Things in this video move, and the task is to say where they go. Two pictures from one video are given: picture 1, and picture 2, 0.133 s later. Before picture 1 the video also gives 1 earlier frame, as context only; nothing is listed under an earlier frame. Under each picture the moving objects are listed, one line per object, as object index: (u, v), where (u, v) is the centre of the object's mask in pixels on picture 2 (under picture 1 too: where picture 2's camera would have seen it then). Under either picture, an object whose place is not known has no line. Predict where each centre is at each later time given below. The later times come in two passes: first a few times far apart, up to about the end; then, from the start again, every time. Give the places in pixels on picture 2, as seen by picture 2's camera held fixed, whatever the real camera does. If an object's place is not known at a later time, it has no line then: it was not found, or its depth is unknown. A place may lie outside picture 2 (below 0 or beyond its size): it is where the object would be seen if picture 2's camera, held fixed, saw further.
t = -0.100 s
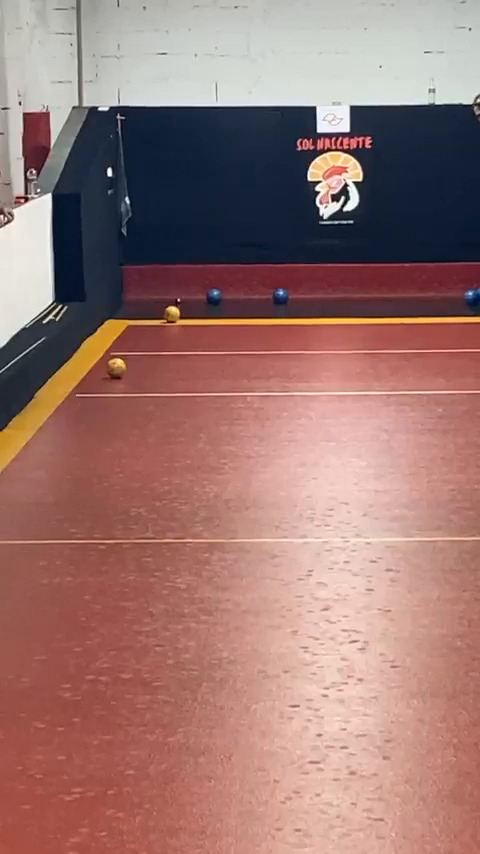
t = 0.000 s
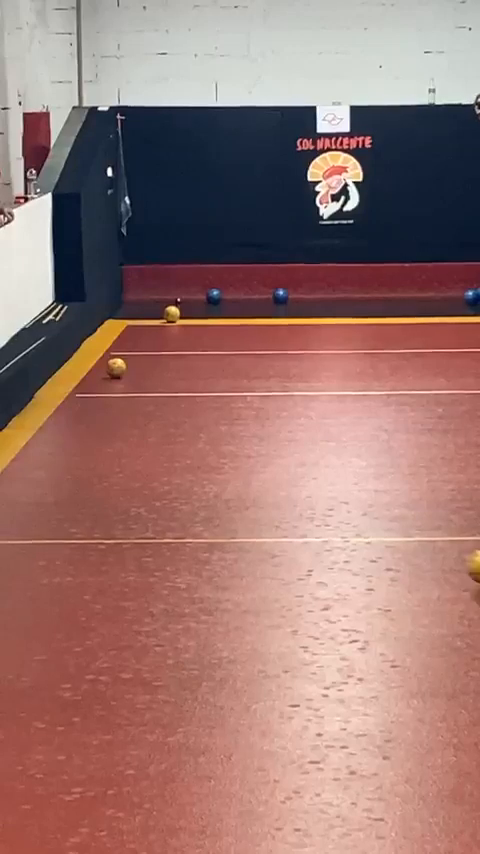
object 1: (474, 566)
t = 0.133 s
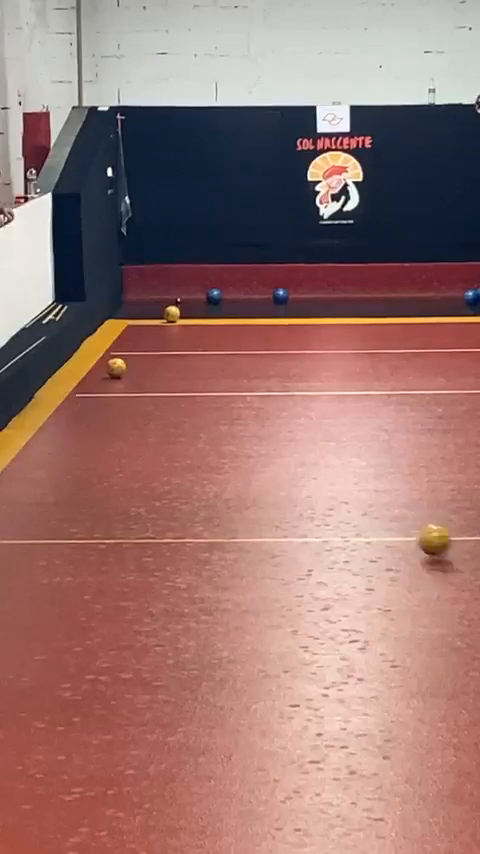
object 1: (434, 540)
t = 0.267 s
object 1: (391, 516)
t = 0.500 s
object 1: (328, 477)
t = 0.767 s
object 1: (274, 442)
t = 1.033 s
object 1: (229, 415)
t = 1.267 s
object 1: (198, 396)
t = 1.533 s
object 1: (169, 379)
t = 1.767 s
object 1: (147, 365)
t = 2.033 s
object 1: (124, 350)
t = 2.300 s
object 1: (102, 338)
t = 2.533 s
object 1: (102, 328)
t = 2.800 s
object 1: (119, 318)
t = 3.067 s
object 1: (140, 308)
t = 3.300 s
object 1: (157, 301)
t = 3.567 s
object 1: (170, 294)
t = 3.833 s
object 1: (171, 295)
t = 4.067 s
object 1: (171, 295)
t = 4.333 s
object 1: (170, 294)
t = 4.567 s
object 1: (170, 295)
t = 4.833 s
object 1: (170, 295)
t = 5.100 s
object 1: (170, 295)
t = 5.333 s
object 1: (170, 294)
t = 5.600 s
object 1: (171, 294)
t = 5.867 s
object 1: (170, 294)
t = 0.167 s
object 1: (422, 535)
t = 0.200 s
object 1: (411, 527)
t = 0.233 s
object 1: (401, 522)
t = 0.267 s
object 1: (391, 516)
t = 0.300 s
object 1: (381, 509)
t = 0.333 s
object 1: (372, 504)
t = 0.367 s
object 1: (362, 498)
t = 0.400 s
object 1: (353, 493)
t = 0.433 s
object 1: (345, 487)
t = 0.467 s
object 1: (336, 482)
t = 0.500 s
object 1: (328, 477)
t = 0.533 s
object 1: (321, 473)
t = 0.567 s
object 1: (314, 468)
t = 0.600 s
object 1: (307, 463)
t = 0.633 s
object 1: (299, 459)
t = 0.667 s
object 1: (293, 455)
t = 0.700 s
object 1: (286, 450)
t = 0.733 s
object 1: (280, 446)
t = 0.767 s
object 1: (274, 442)
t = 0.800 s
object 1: (267, 439)
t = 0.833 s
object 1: (261, 435)
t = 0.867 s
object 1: (256, 431)
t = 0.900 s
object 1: (250, 427)
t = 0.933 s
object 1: (245, 424)
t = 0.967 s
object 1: (239, 421)
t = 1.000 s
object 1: (234, 418)
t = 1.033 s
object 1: (229, 415)
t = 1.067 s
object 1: (225, 412)
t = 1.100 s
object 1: (220, 409)
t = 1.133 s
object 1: (215, 406)
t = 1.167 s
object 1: (211, 404)
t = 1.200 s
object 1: (207, 401)
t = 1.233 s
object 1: (202, 398)
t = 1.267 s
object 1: (198, 396)
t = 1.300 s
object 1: (194, 393)
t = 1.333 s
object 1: (191, 391)
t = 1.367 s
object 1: (187, 389)
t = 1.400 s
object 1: (183, 386)
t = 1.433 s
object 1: (180, 384)
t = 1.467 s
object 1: (176, 382)
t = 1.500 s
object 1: (173, 380)
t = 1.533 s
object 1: (169, 379)
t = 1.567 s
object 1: (165, 376)
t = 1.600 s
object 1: (163, 374)
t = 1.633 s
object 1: (159, 373)
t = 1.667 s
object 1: (156, 371)
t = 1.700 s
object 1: (153, 369)
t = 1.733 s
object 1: (150, 367)
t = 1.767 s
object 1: (147, 365)
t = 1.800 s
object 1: (144, 363)
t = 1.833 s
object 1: (141, 361)
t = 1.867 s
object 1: (137, 360)
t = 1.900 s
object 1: (135, 358)
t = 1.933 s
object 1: (133, 356)
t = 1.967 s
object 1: (129, 354)
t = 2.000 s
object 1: (127, 352)
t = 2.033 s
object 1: (124, 350)
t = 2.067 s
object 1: (121, 349)
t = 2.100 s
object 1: (119, 348)
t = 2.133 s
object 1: (115, 347)
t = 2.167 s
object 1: (113, 346)
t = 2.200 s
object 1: (110, 344)
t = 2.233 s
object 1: (107, 342)
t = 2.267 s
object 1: (104, 340)
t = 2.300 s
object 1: (102, 338)
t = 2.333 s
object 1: (100, 337)
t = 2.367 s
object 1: (98, 335)
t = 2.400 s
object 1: (97, 333)
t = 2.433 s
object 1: (96, 331)
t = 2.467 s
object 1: (97, 330)
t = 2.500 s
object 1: (100, 329)
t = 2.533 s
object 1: (102, 328)
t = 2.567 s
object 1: (104, 326)
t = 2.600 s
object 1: (107, 325)
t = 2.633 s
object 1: (109, 324)
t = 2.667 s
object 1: (111, 322)
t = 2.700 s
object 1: (113, 321)
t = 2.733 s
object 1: (115, 320)
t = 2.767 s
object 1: (117, 319)
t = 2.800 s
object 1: (119, 318)
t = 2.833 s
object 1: (121, 317)
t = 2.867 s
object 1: (124, 315)
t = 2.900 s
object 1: (126, 314)
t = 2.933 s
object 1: (129, 314)
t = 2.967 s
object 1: (131, 313)
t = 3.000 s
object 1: (134, 312)
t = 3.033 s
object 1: (136, 311)
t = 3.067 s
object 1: (140, 308)
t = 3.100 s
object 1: (143, 307)
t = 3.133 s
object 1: (145, 307)
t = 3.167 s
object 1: (148, 305)
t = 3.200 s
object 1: (150, 304)
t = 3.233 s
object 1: (152, 304)
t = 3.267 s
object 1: (155, 302)
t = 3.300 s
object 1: (157, 301)
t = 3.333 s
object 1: (160, 300)
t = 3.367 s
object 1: (162, 299)
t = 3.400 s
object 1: (164, 298)
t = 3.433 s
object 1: (167, 298)
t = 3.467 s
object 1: (169, 297)
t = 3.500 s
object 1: (170, 296)
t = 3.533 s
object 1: (171, 294)
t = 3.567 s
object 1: (170, 294)
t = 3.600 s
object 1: (171, 295)
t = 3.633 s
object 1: (170, 295)
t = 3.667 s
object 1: (170, 295)
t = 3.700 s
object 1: (170, 295)
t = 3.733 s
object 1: (170, 295)
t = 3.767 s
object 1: (170, 295)
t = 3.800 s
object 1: (171, 295)
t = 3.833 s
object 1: (171, 295)
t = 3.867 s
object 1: (171, 295)
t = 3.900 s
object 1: (171, 295)
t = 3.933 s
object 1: (171, 295)
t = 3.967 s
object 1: (171, 295)
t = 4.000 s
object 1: (171, 295)
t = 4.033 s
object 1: (171, 295)
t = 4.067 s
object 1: (171, 295)
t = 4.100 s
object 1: (171, 295)
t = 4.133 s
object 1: (170, 295)
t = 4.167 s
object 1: (170, 295)
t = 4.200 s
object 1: (170, 295)
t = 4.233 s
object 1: (170, 295)
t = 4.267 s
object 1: (170, 295)
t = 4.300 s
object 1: (170, 295)
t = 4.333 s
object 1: (170, 294)
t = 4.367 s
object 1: (170, 295)
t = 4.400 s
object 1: (170, 295)
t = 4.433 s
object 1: (170, 295)
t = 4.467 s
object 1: (170, 295)
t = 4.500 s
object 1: (170, 295)
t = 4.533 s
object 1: (170, 295)
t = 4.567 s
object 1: (170, 295)
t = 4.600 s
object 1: (170, 295)
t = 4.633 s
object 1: (170, 295)
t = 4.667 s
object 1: (170, 295)
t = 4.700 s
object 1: (170, 295)
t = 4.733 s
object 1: (170, 294)
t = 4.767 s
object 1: (170, 294)
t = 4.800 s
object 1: (170, 295)
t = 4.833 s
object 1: (170, 295)
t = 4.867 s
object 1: (170, 295)
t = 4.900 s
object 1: (170, 295)
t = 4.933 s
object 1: (170, 295)
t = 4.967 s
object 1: (170, 294)
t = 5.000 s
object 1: (170, 295)
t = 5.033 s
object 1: (170, 294)
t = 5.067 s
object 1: (170, 294)
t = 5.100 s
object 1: (170, 295)
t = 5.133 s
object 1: (170, 294)
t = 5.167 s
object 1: (170, 294)
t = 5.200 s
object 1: (170, 295)
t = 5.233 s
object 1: (171, 294)
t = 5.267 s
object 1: (170, 295)
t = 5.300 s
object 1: (170, 294)
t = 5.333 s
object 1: (170, 294)
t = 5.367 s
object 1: (170, 294)
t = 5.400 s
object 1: (170, 294)
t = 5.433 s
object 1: (170, 294)
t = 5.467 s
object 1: (170, 294)
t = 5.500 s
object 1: (171, 294)
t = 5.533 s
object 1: (171, 294)
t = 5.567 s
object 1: (171, 294)
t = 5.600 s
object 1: (171, 294)
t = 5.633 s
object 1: (170, 294)
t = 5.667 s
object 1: (171, 294)
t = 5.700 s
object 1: (171, 294)
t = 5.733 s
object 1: (171, 294)
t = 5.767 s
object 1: (170, 294)
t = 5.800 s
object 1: (171, 294)
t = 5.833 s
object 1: (170, 294)
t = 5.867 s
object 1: (170, 294)
